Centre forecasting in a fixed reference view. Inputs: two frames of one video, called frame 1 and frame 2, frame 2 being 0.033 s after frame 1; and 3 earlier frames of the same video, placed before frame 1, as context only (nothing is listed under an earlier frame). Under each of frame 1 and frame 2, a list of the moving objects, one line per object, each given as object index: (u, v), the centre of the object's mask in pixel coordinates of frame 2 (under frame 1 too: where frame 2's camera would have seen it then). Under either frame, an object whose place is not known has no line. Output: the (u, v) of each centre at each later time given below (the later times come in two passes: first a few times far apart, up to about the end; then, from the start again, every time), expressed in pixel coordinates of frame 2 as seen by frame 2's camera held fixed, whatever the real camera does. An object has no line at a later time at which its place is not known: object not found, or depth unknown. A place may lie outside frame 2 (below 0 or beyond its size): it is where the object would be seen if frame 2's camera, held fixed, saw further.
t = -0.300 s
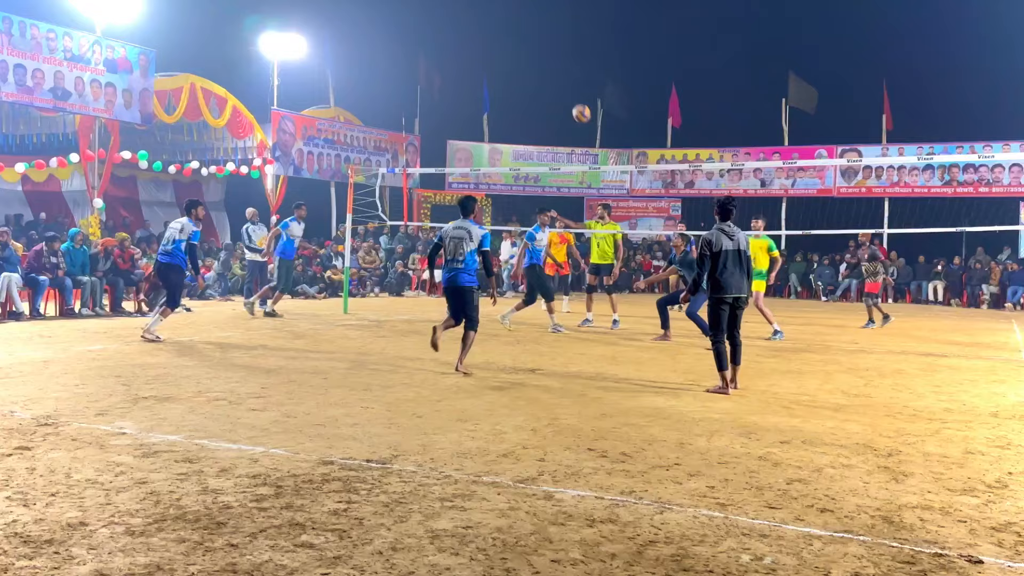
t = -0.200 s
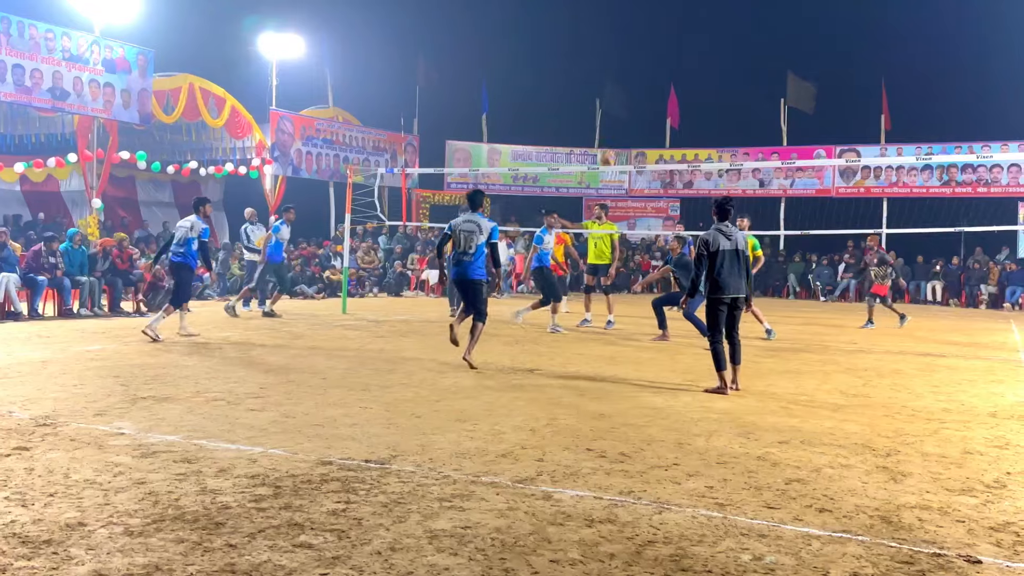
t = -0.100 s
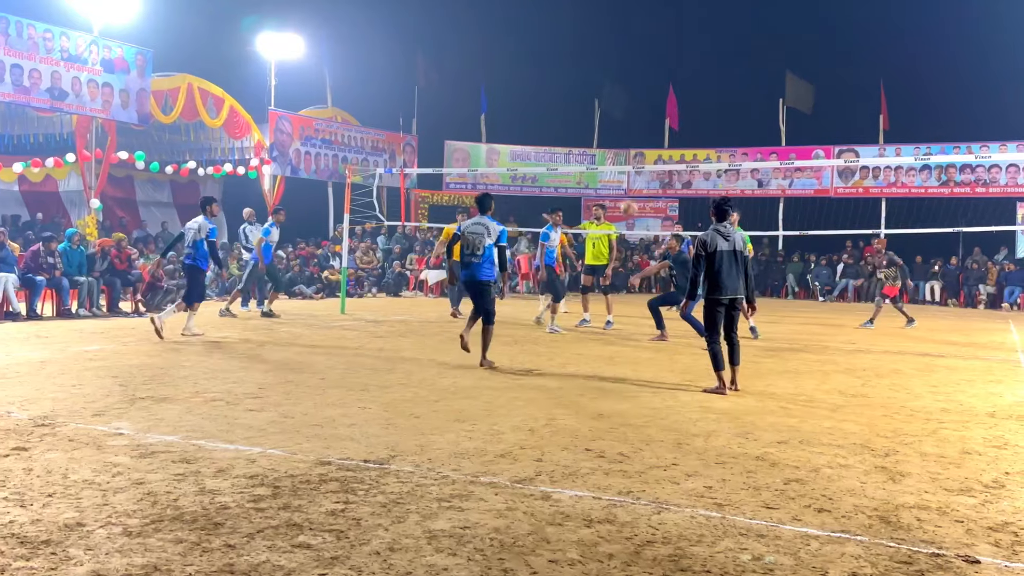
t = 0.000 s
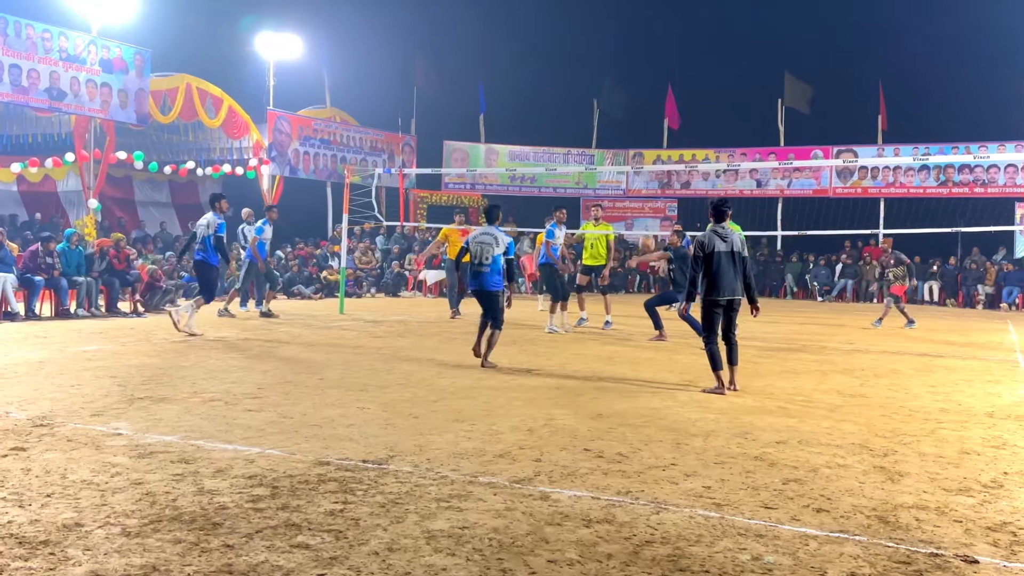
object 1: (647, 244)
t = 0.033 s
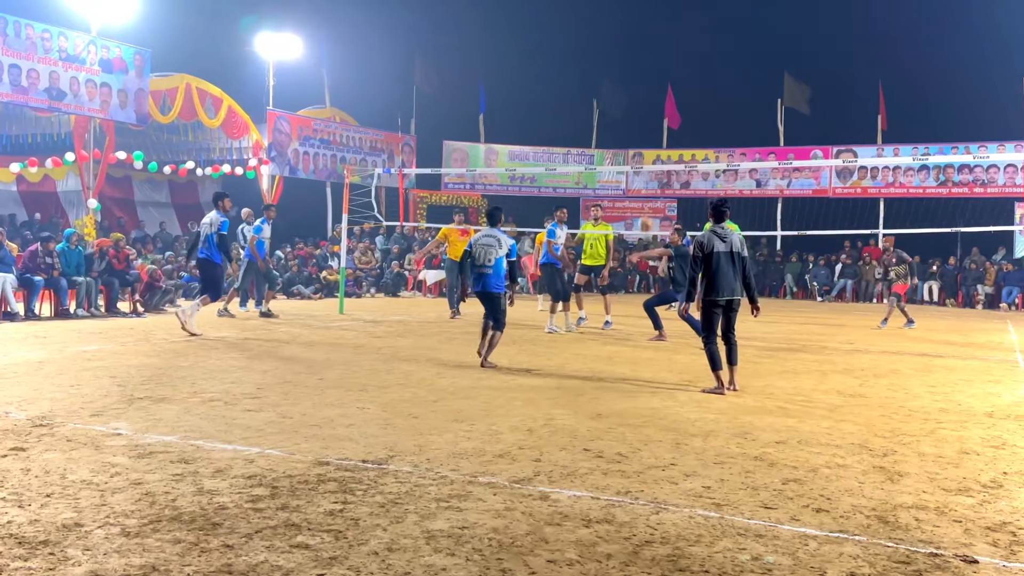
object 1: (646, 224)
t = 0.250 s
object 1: (644, 122)
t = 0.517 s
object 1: (642, 47)
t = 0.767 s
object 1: (638, 26)
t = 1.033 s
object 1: (632, 55)
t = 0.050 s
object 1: (646, 215)
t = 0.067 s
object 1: (646, 207)
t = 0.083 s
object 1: (645, 198)
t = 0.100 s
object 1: (646, 189)
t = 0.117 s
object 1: (647, 181)
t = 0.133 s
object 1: (646, 174)
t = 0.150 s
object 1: (644, 165)
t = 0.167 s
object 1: (644, 158)
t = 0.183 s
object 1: (645, 149)
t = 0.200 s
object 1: (644, 142)
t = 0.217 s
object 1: (644, 136)
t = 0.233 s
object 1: (644, 129)
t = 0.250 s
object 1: (644, 122)
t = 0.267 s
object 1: (644, 116)
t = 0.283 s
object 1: (644, 110)
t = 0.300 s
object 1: (644, 104)
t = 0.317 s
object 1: (644, 98)
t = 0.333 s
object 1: (643, 93)
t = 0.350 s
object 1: (643, 88)
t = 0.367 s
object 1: (643, 82)
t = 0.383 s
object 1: (643, 78)
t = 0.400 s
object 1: (643, 73)
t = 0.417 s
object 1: (643, 69)
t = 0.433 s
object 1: (643, 65)
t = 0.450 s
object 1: (643, 61)
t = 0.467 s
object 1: (642, 57)
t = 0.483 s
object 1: (642, 53)
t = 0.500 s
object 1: (642, 50)
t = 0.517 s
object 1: (642, 47)
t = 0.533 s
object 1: (642, 44)
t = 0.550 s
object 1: (641, 41)
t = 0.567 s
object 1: (641, 39)
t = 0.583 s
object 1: (641, 37)
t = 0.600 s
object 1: (641, 34)
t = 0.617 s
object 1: (640, 33)
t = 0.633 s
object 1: (640, 31)
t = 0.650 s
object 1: (640, 30)
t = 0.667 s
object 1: (640, 28)
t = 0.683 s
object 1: (639, 27)
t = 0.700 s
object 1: (639, 26)
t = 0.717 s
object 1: (639, 26)
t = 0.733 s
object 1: (639, 26)
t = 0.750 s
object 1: (638, 26)
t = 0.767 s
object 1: (638, 26)
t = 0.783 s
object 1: (638, 26)
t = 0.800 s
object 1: (637, 26)
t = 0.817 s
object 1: (637, 27)
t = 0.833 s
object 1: (637, 28)
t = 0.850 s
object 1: (636, 29)
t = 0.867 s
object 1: (636, 30)
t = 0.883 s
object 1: (635, 32)
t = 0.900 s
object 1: (635, 34)
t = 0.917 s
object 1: (635, 35)
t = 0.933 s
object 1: (634, 38)
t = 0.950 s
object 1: (634, 40)
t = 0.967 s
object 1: (634, 43)
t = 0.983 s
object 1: (633, 46)
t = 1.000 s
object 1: (633, 49)
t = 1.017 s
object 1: (632, 52)
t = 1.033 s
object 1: (632, 55)
